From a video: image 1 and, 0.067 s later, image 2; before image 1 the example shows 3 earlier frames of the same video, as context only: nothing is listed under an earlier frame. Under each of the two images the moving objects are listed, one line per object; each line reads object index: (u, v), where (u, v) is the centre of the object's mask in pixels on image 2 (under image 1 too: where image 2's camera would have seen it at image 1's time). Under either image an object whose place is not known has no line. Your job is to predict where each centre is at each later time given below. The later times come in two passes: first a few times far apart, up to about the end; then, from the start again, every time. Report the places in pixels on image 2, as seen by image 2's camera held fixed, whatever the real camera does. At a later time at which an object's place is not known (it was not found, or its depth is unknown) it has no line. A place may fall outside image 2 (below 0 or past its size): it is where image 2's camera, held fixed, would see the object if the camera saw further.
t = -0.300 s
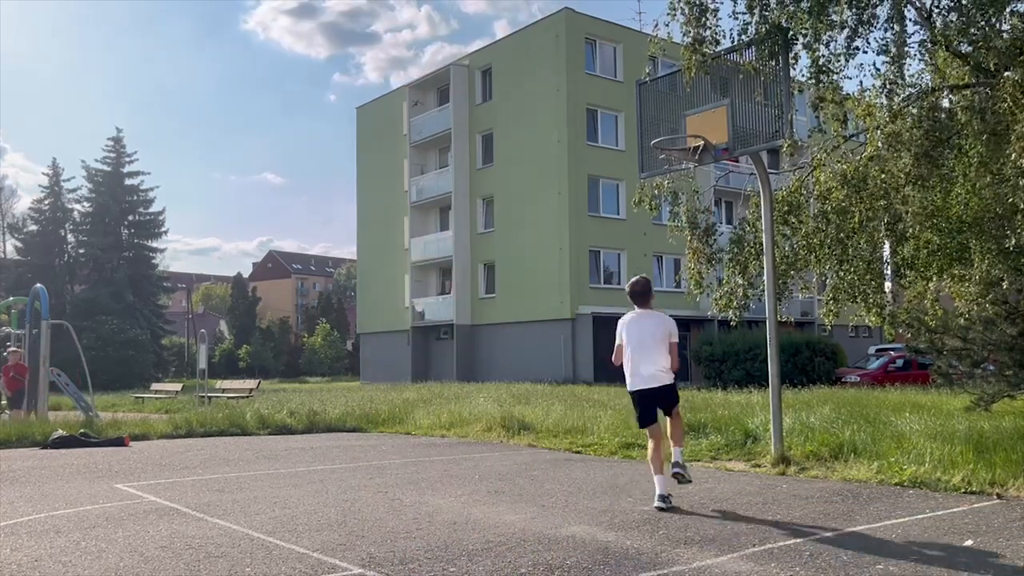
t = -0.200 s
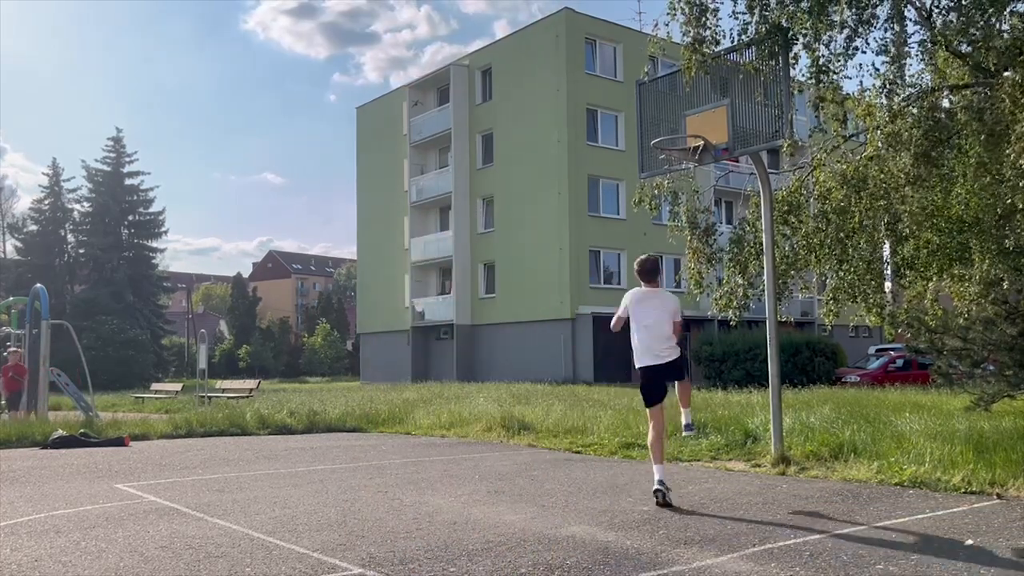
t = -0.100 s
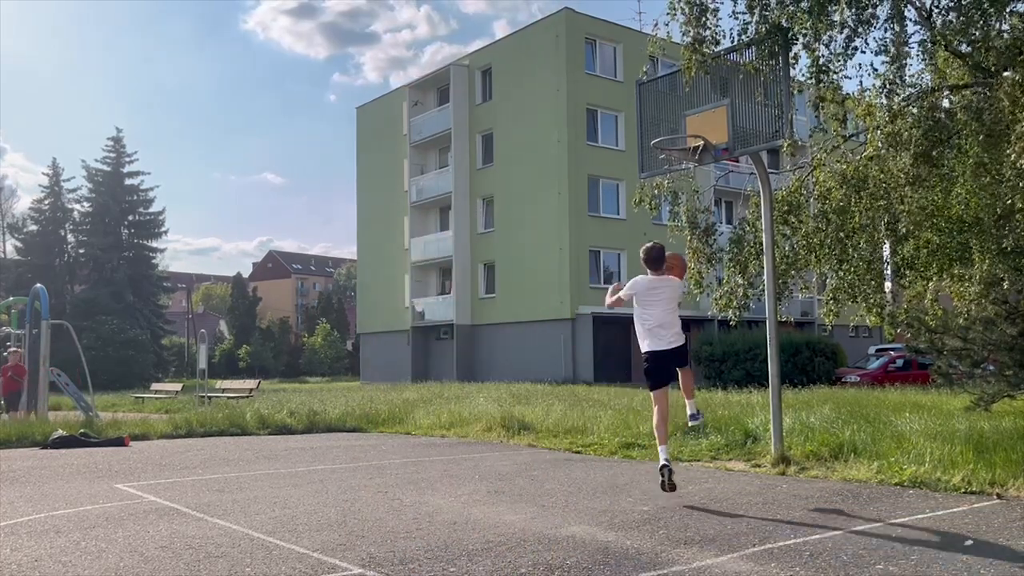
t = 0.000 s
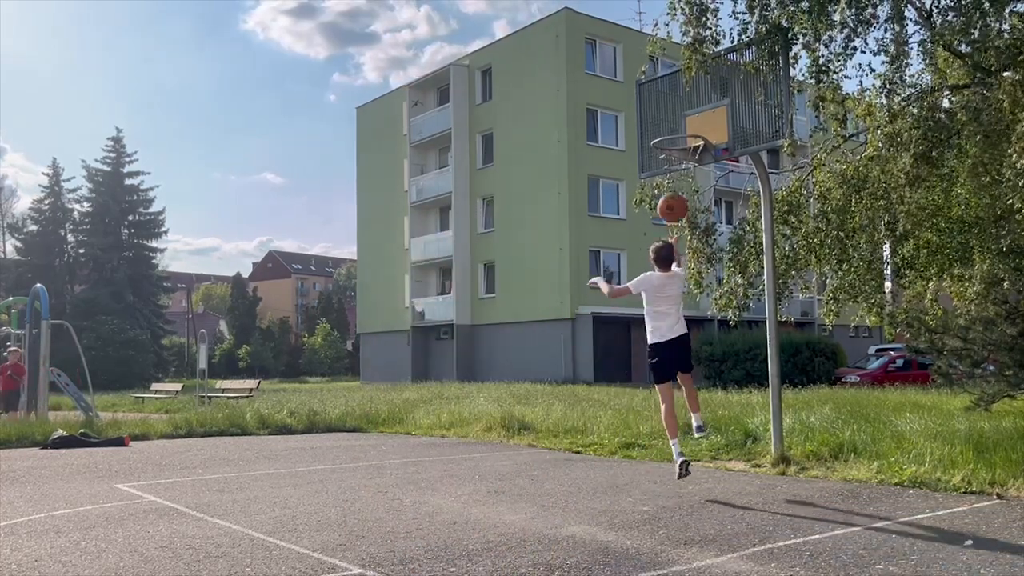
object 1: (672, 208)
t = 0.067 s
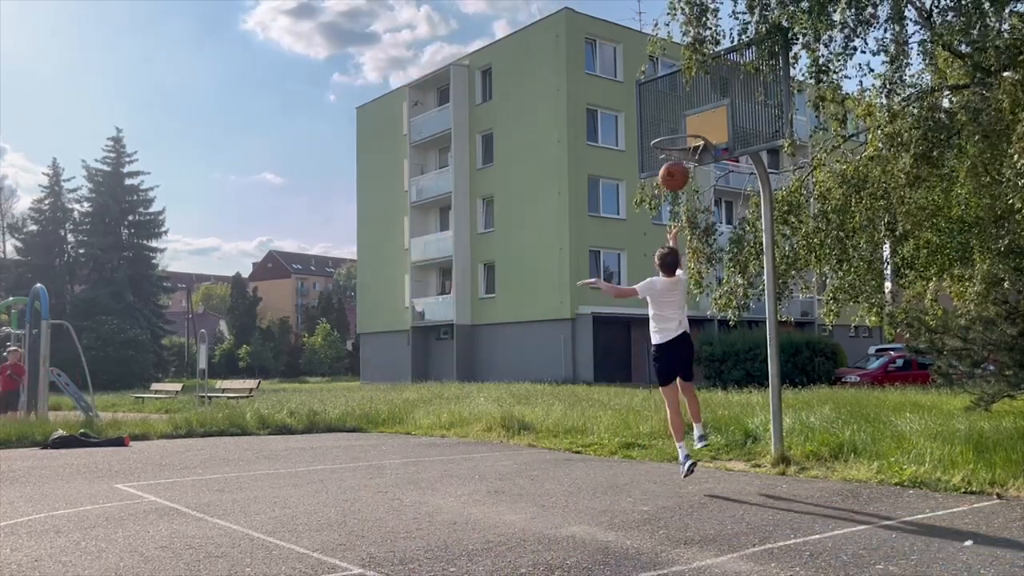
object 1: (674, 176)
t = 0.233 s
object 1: (677, 123)
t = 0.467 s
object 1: (684, 107)
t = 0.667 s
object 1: (691, 139)
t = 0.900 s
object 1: (667, 159)
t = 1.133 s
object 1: (677, 174)
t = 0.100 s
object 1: (674, 163)
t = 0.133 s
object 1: (675, 151)
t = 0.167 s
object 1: (676, 140)
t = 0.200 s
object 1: (677, 131)
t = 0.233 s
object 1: (677, 123)
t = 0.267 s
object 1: (678, 117)
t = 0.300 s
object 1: (679, 112)
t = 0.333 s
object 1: (680, 108)
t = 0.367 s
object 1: (681, 106)
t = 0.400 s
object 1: (682, 106)
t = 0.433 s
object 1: (683, 106)
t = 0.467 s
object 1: (684, 107)
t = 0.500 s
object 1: (685, 109)
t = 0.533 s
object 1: (686, 113)
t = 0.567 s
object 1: (687, 118)
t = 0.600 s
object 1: (688, 123)
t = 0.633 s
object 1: (689, 130)
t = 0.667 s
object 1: (691, 139)
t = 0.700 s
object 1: (686, 145)
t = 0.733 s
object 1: (680, 148)
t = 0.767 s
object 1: (676, 153)
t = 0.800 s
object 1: (672, 157)
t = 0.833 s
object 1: (670, 157)
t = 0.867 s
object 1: (667, 158)
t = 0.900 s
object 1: (667, 159)
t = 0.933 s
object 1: (667, 160)
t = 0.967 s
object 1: (667, 161)
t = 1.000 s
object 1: (668, 163)
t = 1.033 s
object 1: (670, 165)
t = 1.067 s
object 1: (673, 167)
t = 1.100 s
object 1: (675, 170)
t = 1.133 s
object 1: (677, 174)
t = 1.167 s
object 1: (679, 178)
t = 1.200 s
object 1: (681, 185)
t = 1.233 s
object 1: (683, 192)
